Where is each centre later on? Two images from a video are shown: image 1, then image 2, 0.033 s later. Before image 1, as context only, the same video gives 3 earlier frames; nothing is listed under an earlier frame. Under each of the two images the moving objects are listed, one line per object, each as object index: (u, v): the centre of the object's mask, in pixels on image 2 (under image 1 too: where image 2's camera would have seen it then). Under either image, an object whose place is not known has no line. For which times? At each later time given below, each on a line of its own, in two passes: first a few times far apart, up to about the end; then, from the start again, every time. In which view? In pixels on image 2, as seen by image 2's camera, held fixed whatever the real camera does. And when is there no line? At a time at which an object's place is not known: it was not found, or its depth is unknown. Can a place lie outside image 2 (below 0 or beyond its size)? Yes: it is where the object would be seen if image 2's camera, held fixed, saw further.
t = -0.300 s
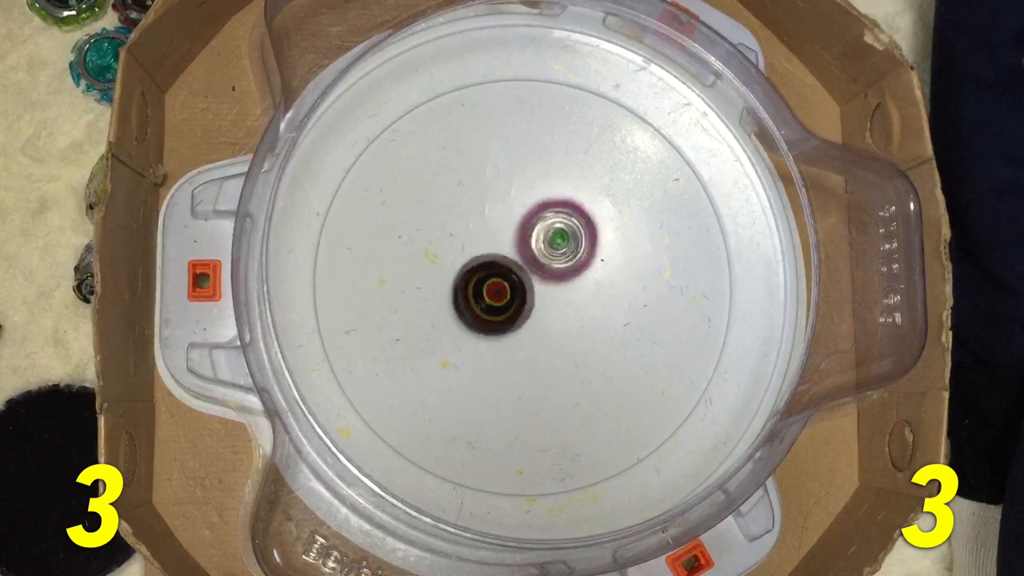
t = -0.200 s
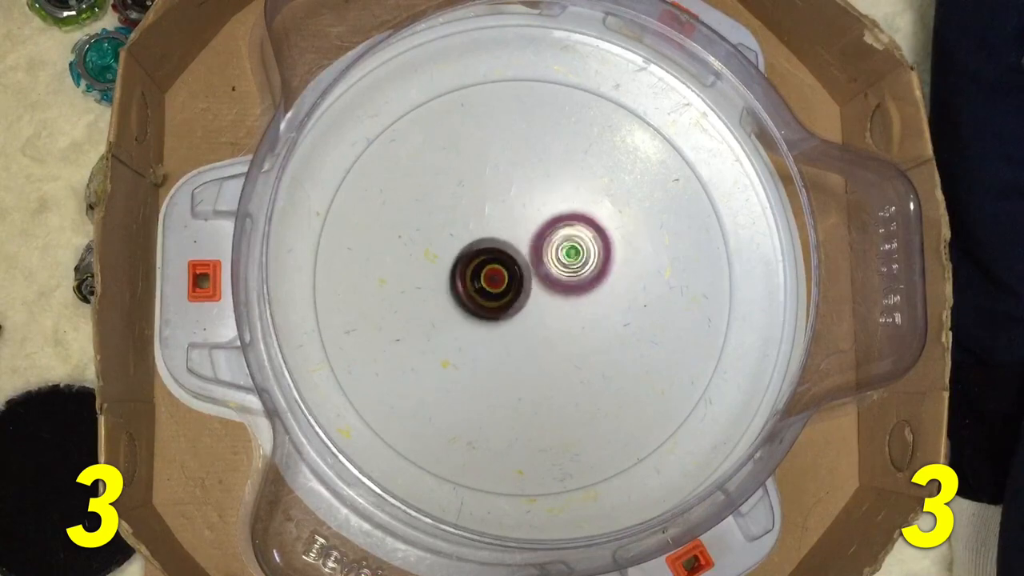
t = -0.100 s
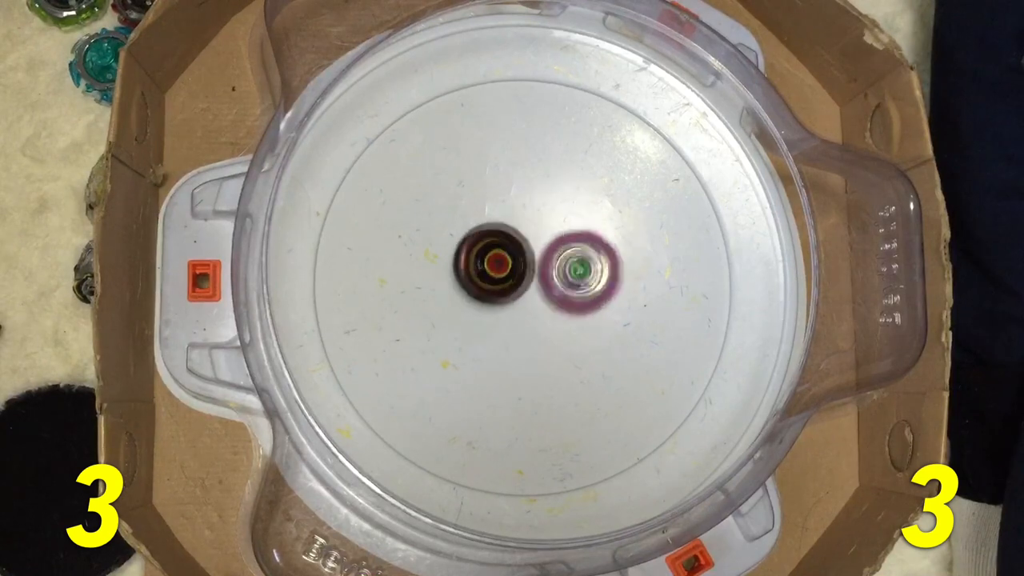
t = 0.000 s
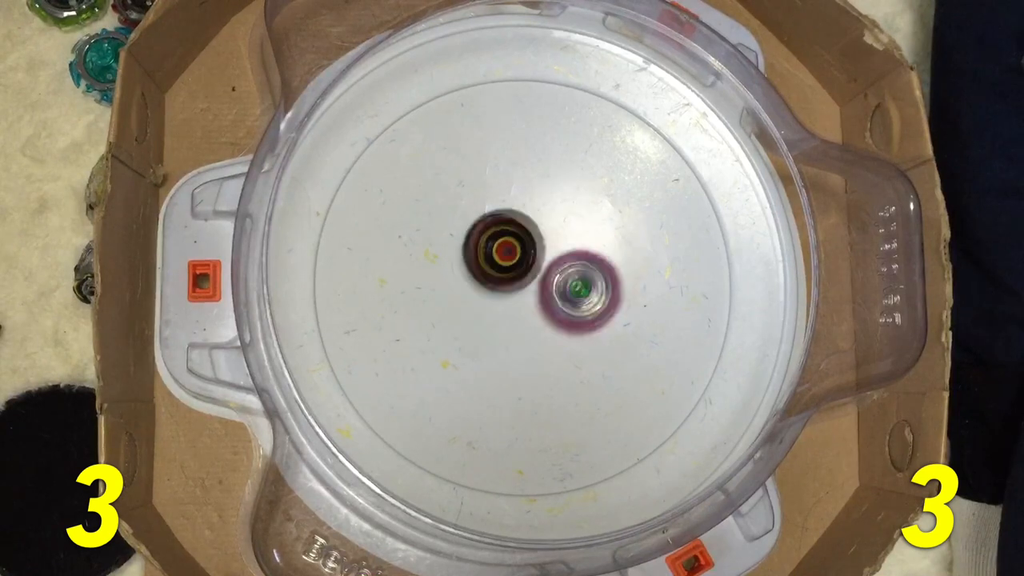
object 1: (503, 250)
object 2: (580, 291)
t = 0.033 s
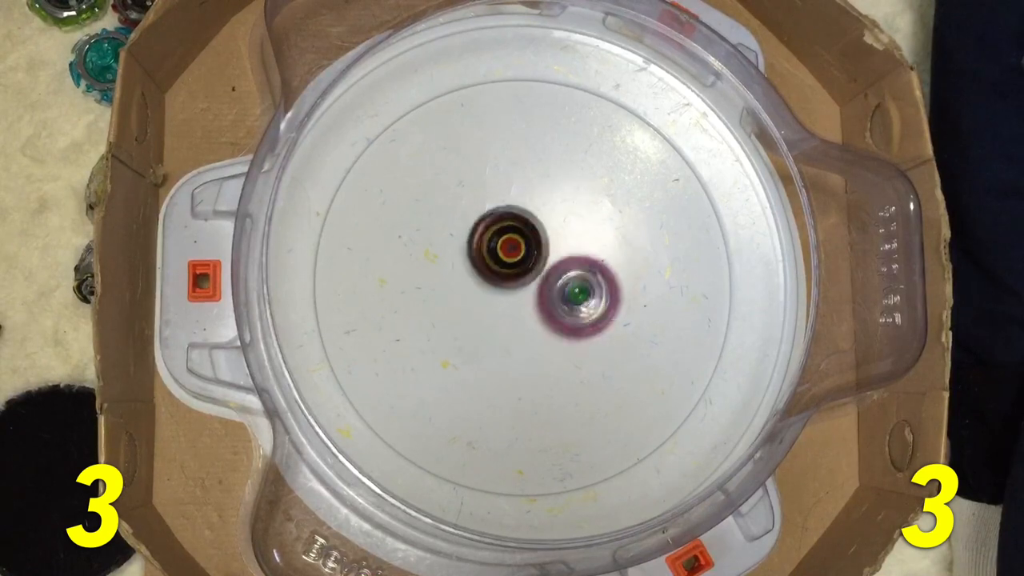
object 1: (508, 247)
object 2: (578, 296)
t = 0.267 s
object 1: (543, 238)
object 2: (546, 324)
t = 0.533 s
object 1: (569, 262)
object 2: (498, 308)
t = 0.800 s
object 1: (576, 294)
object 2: (483, 259)
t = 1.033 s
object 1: (546, 311)
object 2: (519, 231)
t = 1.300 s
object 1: (507, 308)
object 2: (562, 245)
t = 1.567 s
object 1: (489, 268)
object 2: (570, 295)
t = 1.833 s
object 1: (517, 234)
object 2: (525, 317)
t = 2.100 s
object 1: (563, 245)
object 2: (489, 284)
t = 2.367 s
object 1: (574, 295)
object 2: (508, 243)
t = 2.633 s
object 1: (535, 336)
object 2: (549, 248)
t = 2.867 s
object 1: (484, 315)
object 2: (560, 281)
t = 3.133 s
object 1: (468, 251)
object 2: (544, 303)
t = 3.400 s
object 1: (535, 216)
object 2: (514, 296)
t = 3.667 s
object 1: (578, 272)
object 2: (497, 273)
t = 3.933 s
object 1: (530, 327)
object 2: (507, 245)
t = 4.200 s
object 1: (490, 307)
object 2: (543, 243)
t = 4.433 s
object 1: (485, 288)
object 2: (568, 271)
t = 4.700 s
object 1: (486, 264)
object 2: (561, 298)
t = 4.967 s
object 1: (532, 223)
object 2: (540, 307)
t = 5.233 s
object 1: (595, 213)
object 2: (530, 281)
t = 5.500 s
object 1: (592, 235)
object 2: (539, 284)
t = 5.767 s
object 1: (591, 240)
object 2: (497, 301)
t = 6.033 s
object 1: (591, 239)
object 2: (516, 272)
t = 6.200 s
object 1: (592, 239)
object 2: (538, 287)
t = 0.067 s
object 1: (513, 244)
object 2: (575, 302)
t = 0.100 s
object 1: (517, 241)
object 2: (572, 308)
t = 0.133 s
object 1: (522, 240)
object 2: (569, 312)
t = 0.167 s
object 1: (528, 239)
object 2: (563, 316)
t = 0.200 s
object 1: (533, 238)
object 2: (558, 321)
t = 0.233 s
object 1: (538, 237)
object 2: (553, 323)
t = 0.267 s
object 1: (543, 238)
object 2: (546, 324)
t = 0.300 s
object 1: (547, 239)
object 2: (539, 325)
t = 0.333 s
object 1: (553, 241)
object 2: (534, 326)
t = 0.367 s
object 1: (556, 243)
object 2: (526, 324)
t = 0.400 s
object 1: (559, 246)
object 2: (520, 322)
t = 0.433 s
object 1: (562, 249)
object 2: (514, 320)
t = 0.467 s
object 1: (565, 253)
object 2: (507, 316)
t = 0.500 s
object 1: (567, 257)
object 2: (502, 312)
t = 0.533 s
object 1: (569, 262)
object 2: (498, 308)
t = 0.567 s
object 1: (572, 266)
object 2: (493, 302)
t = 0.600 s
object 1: (578, 270)
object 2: (487, 296)
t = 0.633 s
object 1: (580, 274)
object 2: (482, 291)
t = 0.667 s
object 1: (581, 278)
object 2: (481, 285)
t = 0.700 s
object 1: (581, 282)
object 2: (480, 278)
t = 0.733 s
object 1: (580, 286)
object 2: (480, 272)
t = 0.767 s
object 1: (579, 290)
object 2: (481, 265)
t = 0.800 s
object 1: (576, 294)
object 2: (483, 259)
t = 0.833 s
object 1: (574, 297)
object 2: (486, 254)
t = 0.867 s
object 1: (570, 301)
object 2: (490, 249)
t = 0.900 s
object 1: (565, 303)
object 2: (494, 244)
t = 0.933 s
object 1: (561, 305)
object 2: (501, 240)
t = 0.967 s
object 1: (556, 306)
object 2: (507, 237)
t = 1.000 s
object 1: (551, 309)
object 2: (513, 234)
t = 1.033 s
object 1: (546, 311)
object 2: (519, 231)
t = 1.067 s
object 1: (542, 311)
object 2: (525, 230)
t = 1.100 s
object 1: (535, 315)
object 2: (531, 229)
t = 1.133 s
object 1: (530, 317)
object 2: (537, 227)
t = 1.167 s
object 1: (525, 317)
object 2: (542, 229)
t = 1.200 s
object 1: (520, 316)
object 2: (548, 232)
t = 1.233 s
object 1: (515, 314)
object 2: (553, 235)
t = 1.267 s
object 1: (511, 311)
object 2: (557, 240)
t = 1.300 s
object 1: (507, 308)
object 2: (562, 245)
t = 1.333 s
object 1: (504, 304)
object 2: (566, 251)
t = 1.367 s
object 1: (498, 300)
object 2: (570, 256)
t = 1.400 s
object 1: (496, 296)
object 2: (572, 263)
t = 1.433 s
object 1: (494, 292)
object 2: (573, 268)
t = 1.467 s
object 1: (492, 287)
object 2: (574, 275)
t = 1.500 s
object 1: (490, 281)
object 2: (574, 282)
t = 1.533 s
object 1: (490, 275)
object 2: (572, 288)
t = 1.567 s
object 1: (489, 268)
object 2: (570, 295)
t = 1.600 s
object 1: (489, 263)
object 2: (567, 300)
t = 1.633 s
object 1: (491, 257)
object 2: (562, 305)
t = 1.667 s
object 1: (493, 252)
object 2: (558, 309)
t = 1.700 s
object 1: (497, 248)
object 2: (551, 312)
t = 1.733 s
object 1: (501, 244)
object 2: (545, 315)
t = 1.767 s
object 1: (505, 239)
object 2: (538, 317)
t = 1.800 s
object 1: (511, 237)
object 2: (531, 318)
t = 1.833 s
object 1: (517, 234)
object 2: (525, 317)
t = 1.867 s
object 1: (522, 233)
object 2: (518, 315)
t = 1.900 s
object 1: (528, 232)
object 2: (512, 314)
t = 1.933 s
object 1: (535, 232)
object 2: (506, 310)
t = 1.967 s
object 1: (541, 233)
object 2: (501, 306)
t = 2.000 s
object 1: (548, 236)
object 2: (497, 301)
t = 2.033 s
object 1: (553, 238)
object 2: (493, 296)
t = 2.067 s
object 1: (558, 240)
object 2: (491, 290)
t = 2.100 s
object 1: (563, 245)
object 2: (489, 284)
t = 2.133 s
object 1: (569, 251)
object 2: (487, 279)
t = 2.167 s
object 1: (572, 256)
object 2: (487, 272)
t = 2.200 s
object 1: (575, 261)
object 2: (489, 266)
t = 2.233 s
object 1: (577, 267)
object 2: (490, 260)
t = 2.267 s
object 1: (578, 275)
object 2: (493, 254)
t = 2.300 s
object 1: (578, 282)
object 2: (498, 250)
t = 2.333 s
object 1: (576, 288)
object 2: (503, 246)
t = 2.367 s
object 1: (574, 295)
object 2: (508, 243)
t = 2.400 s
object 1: (572, 304)
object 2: (513, 238)
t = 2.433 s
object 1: (569, 313)
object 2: (517, 235)
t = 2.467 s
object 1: (565, 320)
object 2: (522, 235)
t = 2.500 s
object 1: (561, 325)
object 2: (528, 236)
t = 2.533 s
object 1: (555, 330)
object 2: (534, 238)
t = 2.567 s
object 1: (549, 334)
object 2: (539, 240)
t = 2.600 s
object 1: (542, 335)
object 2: (544, 244)
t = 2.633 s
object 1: (535, 336)
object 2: (549, 248)
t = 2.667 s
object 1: (528, 334)
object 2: (552, 253)
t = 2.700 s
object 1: (521, 333)
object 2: (556, 258)
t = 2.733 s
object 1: (514, 332)
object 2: (559, 262)
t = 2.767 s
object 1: (505, 330)
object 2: (560, 266)
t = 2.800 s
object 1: (496, 327)
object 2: (561, 271)
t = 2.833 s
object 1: (489, 321)
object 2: (561, 276)
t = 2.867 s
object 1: (484, 315)
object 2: (560, 281)
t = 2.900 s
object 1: (474, 308)
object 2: (563, 286)
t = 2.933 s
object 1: (466, 301)
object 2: (563, 289)
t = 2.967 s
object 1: (461, 293)
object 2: (563, 293)
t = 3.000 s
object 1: (458, 284)
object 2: (559, 296)
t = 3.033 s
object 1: (458, 276)
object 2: (557, 299)
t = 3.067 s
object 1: (460, 267)
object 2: (552, 301)
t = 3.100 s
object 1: (464, 259)
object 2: (548, 303)
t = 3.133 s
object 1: (468, 251)
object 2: (544, 303)
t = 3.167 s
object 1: (475, 243)
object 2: (538, 304)
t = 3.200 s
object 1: (482, 236)
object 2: (534, 303)
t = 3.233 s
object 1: (490, 230)
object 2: (530, 303)
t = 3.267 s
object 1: (498, 223)
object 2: (526, 303)
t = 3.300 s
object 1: (507, 216)
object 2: (521, 302)
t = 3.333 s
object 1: (517, 214)
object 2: (519, 301)
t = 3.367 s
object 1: (526, 214)
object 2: (516, 299)
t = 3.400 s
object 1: (535, 216)
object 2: (514, 296)
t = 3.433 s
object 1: (543, 219)
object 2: (511, 293)
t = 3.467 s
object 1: (551, 223)
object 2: (508, 290)
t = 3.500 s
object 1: (560, 228)
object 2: (503, 287)
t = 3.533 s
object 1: (569, 234)
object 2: (501, 284)
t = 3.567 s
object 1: (574, 242)
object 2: (499, 283)
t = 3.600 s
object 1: (578, 251)
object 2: (498, 280)
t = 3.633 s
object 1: (579, 261)
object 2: (496, 277)
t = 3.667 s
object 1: (578, 272)
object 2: (497, 273)
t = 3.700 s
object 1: (577, 282)
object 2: (496, 269)
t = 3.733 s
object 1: (575, 293)
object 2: (497, 265)
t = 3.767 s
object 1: (571, 303)
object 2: (497, 260)
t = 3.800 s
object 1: (564, 313)
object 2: (498, 256)
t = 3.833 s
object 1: (557, 319)
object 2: (499, 253)
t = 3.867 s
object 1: (548, 323)
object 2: (500, 250)
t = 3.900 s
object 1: (539, 325)
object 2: (503, 248)
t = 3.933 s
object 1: (530, 327)
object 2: (507, 245)
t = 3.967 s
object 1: (521, 330)
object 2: (512, 240)
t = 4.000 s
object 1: (513, 332)
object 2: (517, 237)
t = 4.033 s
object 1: (505, 331)
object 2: (520, 236)
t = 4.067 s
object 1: (499, 327)
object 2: (524, 236)
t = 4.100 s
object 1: (495, 322)
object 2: (528, 237)
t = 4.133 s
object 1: (494, 316)
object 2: (532, 239)
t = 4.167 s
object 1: (493, 309)
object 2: (536, 242)
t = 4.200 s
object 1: (490, 307)
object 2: (543, 243)
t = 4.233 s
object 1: (485, 305)
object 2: (550, 244)
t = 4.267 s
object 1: (486, 303)
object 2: (556, 248)
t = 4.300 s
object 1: (489, 299)
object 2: (557, 254)
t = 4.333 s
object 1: (490, 298)
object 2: (559, 257)
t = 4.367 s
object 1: (490, 296)
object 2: (562, 261)
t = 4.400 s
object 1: (488, 293)
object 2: (564, 266)
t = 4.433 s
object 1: (485, 288)
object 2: (568, 271)
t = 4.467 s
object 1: (486, 286)
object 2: (567, 276)
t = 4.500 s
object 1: (485, 283)
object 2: (569, 281)
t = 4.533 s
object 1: (483, 279)
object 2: (570, 286)
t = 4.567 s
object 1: (486, 277)
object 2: (568, 291)
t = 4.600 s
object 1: (484, 275)
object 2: (568, 294)
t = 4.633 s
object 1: (482, 269)
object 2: (568, 297)
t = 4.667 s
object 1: (482, 264)
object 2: (566, 298)
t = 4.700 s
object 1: (486, 264)
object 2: (561, 298)
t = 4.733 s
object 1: (489, 261)
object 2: (560, 299)
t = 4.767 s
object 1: (490, 253)
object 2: (560, 302)
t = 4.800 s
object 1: (494, 246)
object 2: (558, 304)
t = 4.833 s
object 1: (497, 243)
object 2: (555, 303)
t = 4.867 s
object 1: (503, 240)
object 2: (552, 303)
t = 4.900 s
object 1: (510, 233)
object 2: (548, 306)
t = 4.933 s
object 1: (521, 226)
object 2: (544, 308)
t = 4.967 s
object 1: (532, 223)
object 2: (540, 307)
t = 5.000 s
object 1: (543, 219)
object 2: (538, 304)
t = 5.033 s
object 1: (555, 218)
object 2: (535, 302)
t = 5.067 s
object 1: (565, 217)
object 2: (533, 300)
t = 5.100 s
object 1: (575, 214)
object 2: (531, 297)
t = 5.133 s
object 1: (584, 213)
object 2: (530, 293)
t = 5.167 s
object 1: (589, 215)
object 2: (529, 289)
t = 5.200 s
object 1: (592, 214)
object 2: (530, 285)
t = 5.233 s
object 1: (595, 213)
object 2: (530, 281)
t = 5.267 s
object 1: (595, 213)
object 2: (534, 277)
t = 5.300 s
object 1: (593, 214)
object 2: (536, 277)
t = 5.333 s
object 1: (591, 216)
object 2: (539, 275)
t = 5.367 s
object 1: (588, 218)
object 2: (541, 275)
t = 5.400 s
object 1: (587, 221)
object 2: (543, 275)
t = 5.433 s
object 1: (588, 226)
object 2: (542, 278)
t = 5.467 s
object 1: (591, 230)
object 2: (541, 279)
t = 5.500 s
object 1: (592, 235)
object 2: (539, 284)
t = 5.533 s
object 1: (593, 237)
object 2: (535, 288)
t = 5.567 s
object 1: (593, 238)
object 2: (530, 295)
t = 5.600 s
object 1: (592, 239)
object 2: (523, 300)
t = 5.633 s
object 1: (591, 240)
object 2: (517, 303)
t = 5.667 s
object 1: (591, 240)
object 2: (511, 305)
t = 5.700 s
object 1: (591, 240)
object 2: (505, 305)
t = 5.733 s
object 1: (591, 240)
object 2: (501, 304)
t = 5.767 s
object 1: (591, 240)
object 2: (497, 301)
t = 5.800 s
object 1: (591, 240)
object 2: (495, 296)
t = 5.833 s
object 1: (591, 240)
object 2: (495, 292)
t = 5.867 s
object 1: (591, 240)
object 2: (495, 287)
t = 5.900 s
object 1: (591, 240)
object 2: (498, 282)
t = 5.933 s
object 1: (591, 240)
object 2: (501, 278)
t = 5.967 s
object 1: (591, 239)
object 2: (506, 274)
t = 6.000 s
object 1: (591, 240)
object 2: (511, 273)
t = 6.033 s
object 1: (591, 239)
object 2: (516, 272)
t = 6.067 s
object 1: (592, 239)
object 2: (522, 273)
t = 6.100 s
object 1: (592, 239)
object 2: (527, 275)
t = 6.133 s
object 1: (593, 239)
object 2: (532, 278)
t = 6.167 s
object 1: (593, 238)
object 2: (535, 282)
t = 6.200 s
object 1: (592, 239)
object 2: (538, 287)
